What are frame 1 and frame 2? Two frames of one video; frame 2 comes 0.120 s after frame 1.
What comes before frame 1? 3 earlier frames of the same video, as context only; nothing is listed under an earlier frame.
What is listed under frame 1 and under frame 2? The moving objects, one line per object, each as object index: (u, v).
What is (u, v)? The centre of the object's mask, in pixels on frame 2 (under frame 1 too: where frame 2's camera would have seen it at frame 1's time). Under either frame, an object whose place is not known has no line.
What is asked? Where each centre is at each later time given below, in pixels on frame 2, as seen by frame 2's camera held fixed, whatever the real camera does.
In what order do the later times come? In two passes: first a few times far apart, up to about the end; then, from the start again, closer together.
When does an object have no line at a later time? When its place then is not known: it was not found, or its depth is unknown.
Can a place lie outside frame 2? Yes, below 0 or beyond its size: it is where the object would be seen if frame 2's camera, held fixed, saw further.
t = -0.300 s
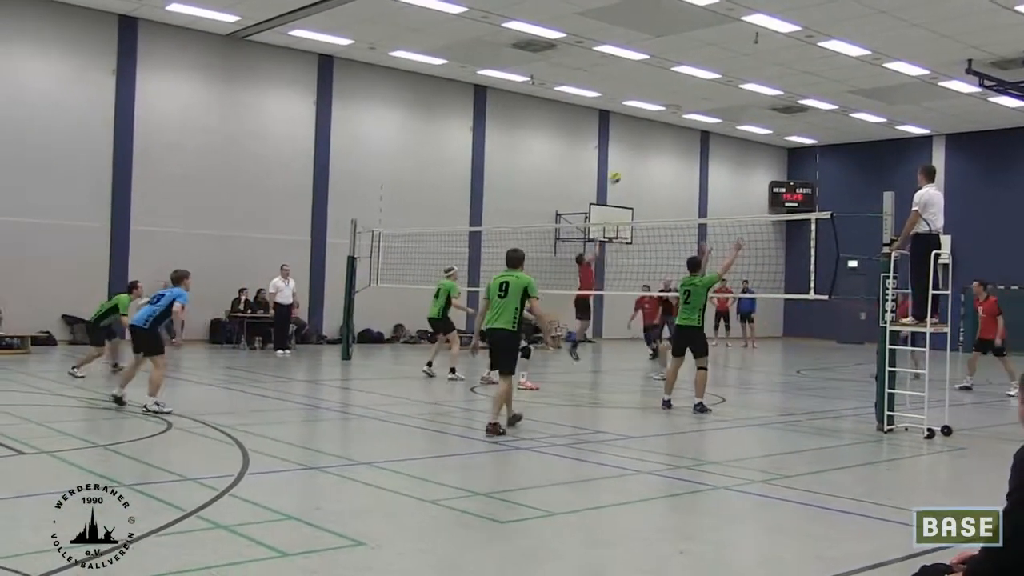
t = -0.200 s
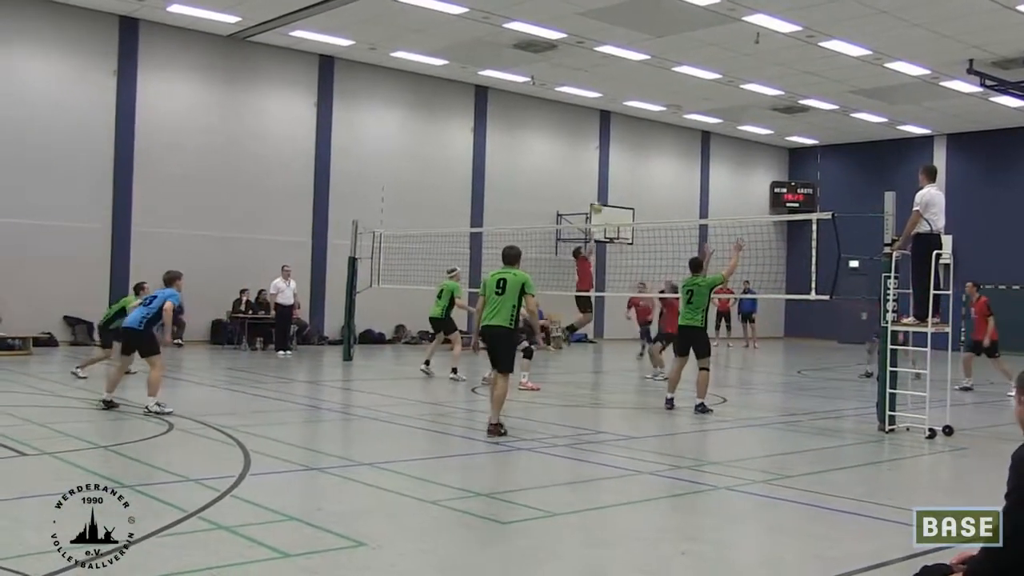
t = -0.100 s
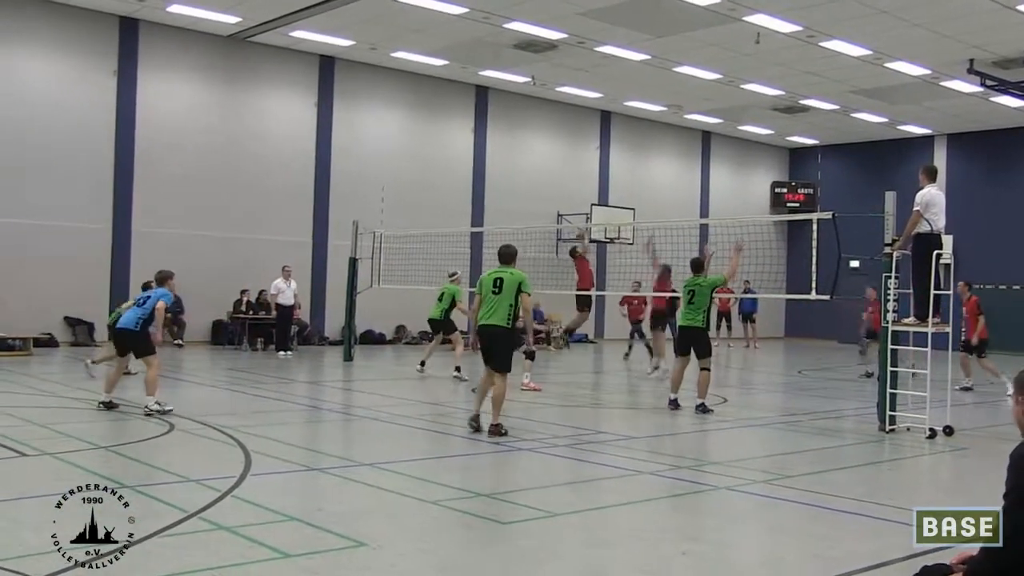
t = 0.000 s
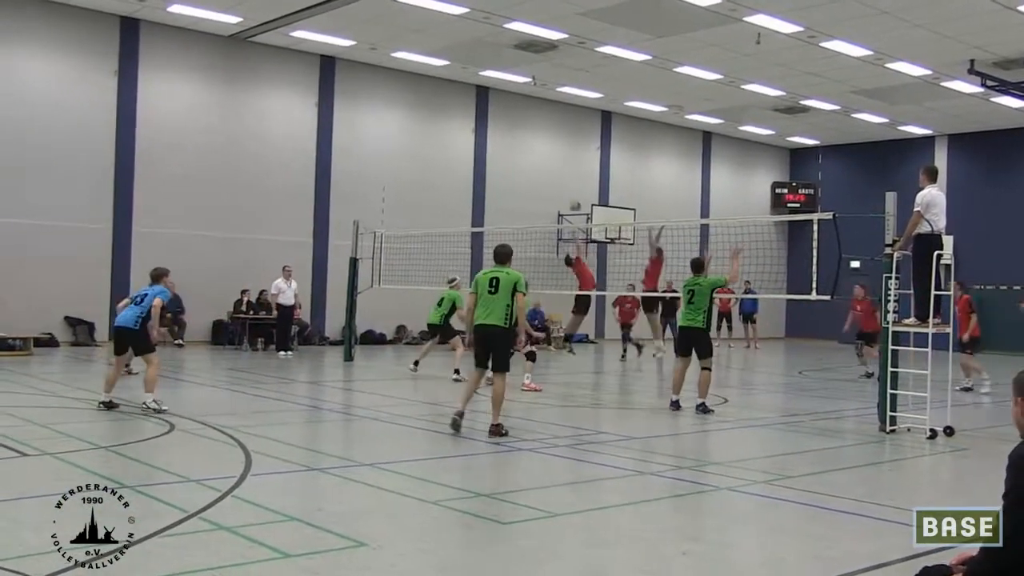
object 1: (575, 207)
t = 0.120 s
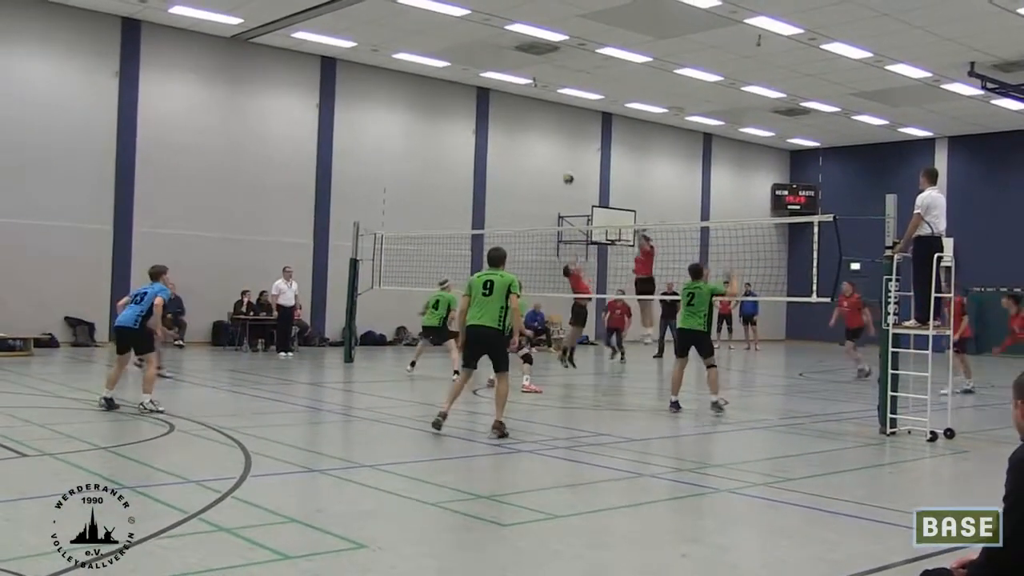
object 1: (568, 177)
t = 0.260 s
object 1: (560, 156)
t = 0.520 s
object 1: (545, 143)
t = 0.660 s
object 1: (538, 151)
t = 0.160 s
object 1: (566, 170)
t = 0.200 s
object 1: (563, 164)
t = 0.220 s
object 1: (562, 162)
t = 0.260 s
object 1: (560, 156)
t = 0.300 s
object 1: (558, 151)
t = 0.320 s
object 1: (557, 149)
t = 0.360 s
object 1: (555, 147)
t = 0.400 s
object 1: (552, 145)
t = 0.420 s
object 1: (551, 144)
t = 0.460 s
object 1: (549, 143)
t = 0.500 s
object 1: (546, 143)
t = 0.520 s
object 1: (545, 143)
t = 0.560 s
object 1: (543, 145)
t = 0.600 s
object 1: (541, 147)
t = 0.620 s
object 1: (540, 148)
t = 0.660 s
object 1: (538, 151)
